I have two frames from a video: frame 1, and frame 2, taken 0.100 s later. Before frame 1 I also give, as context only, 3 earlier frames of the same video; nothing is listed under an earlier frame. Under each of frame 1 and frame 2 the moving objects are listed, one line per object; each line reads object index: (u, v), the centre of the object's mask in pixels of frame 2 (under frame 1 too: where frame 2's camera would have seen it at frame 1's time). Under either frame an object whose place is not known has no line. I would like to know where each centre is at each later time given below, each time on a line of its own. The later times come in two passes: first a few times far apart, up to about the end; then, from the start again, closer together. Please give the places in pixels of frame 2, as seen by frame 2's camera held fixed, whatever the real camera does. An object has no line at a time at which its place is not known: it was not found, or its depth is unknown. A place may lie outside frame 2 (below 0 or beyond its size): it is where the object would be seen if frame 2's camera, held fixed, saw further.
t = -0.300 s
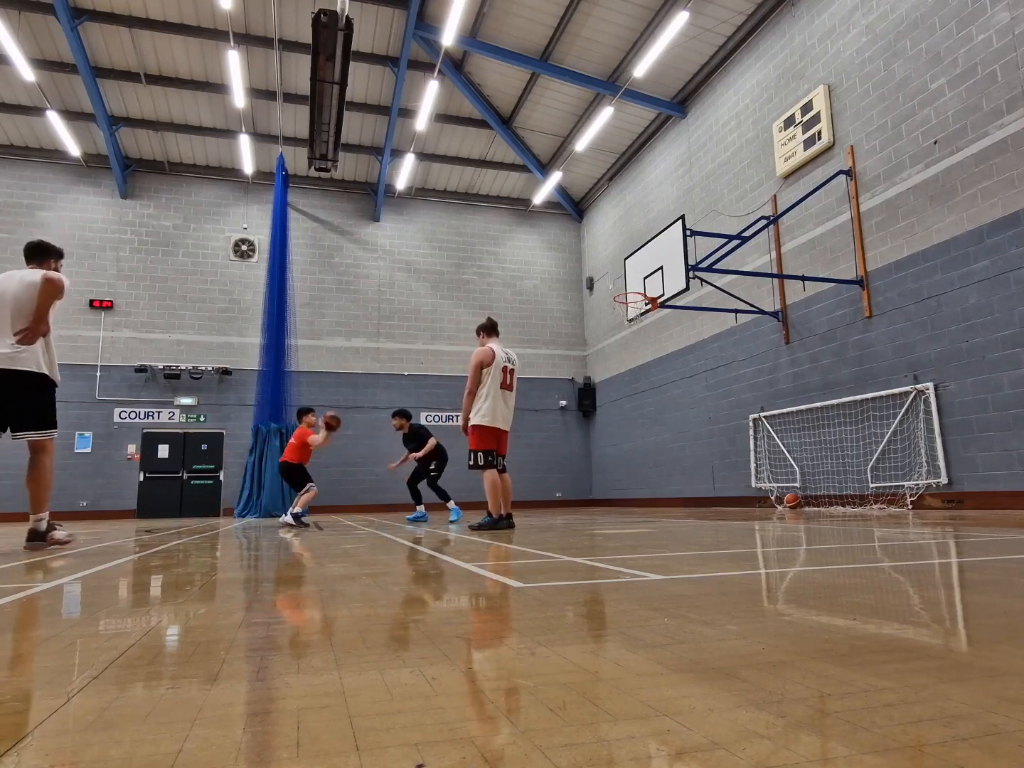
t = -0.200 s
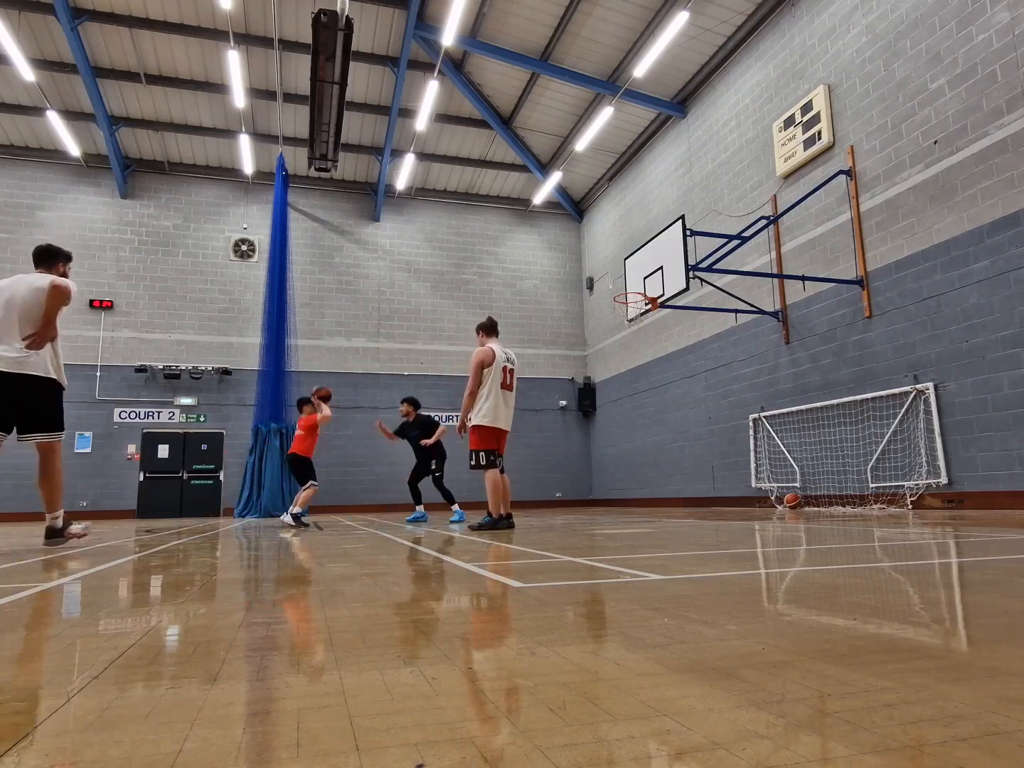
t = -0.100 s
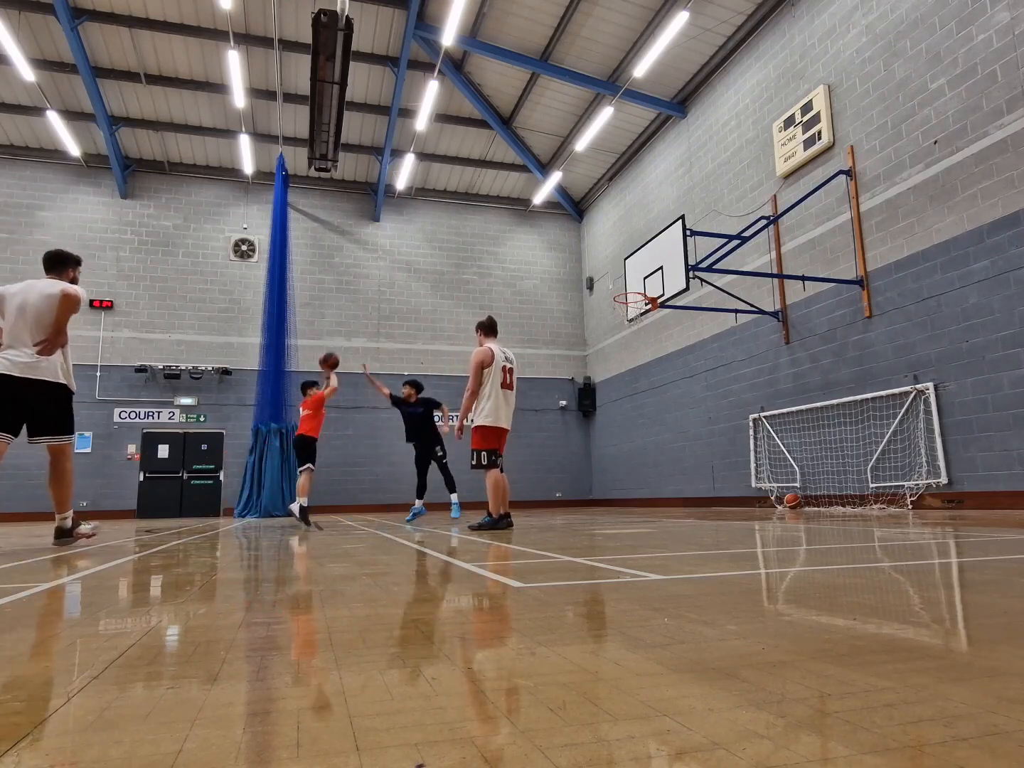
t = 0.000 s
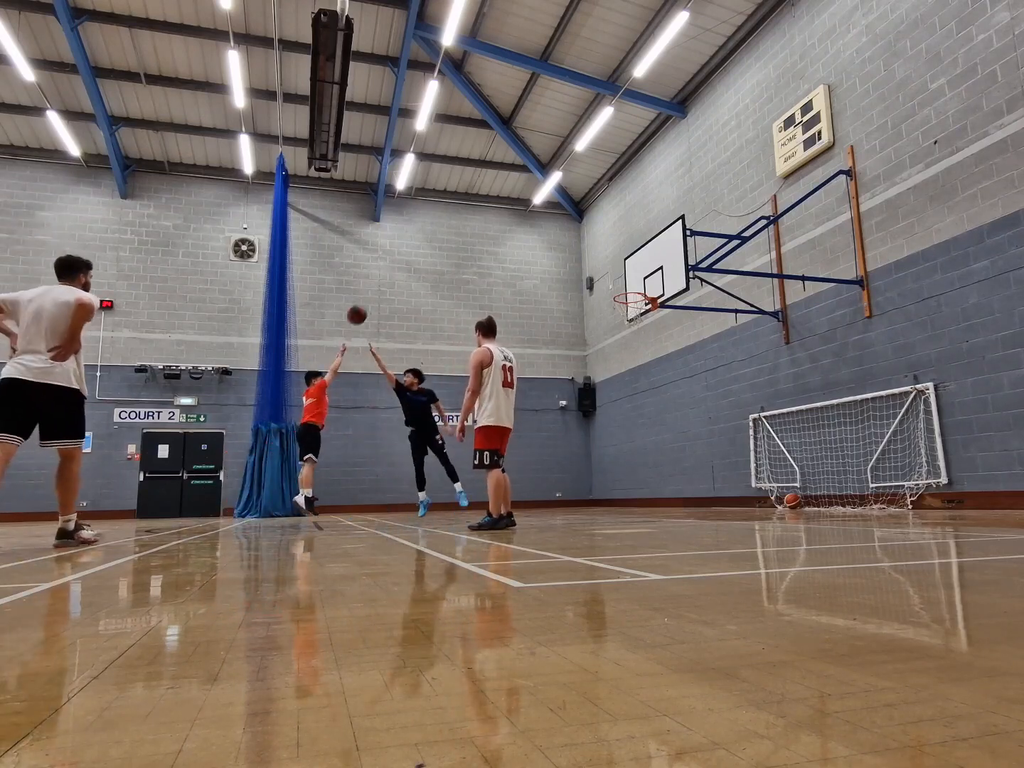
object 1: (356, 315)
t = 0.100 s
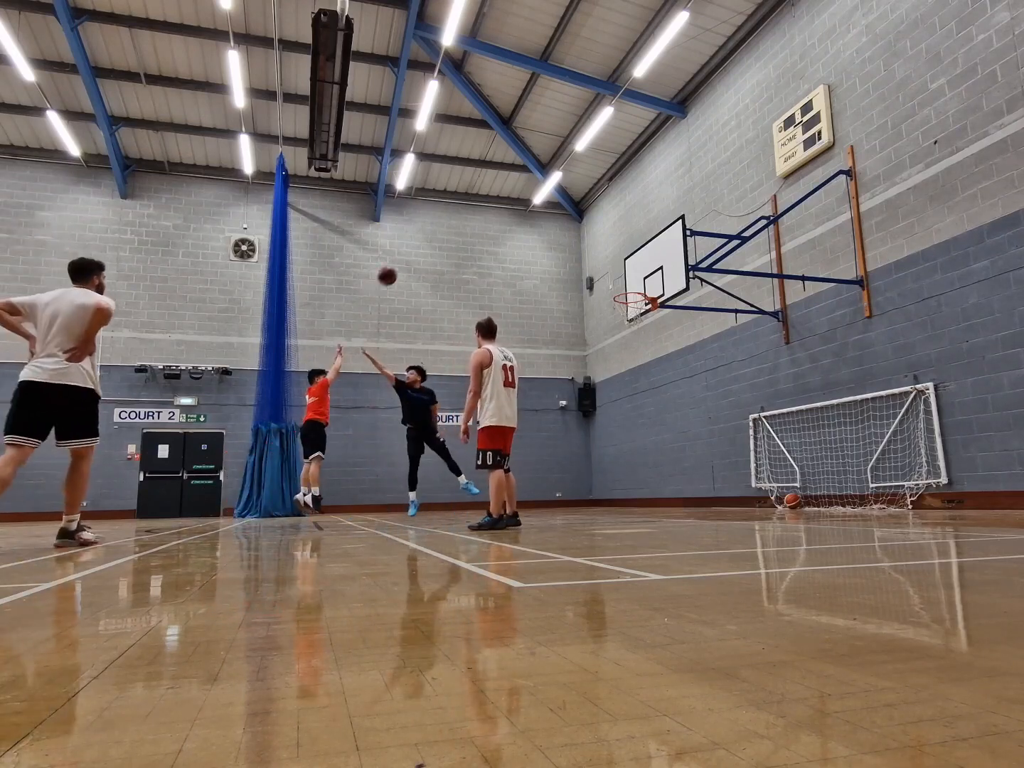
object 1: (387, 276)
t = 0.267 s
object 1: (434, 231)
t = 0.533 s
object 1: (503, 203)
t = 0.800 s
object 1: (567, 223)
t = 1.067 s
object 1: (630, 287)
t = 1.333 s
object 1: (638, 318)
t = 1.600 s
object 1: (650, 368)
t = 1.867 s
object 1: (666, 472)
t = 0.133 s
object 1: (397, 265)
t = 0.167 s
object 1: (406, 255)
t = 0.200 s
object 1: (416, 246)
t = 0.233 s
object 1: (425, 238)
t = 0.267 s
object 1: (434, 231)
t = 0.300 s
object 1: (443, 225)
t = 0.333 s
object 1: (452, 219)
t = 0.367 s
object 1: (461, 214)
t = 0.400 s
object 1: (469, 211)
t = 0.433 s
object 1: (478, 208)
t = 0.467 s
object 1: (486, 205)
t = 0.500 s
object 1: (495, 203)
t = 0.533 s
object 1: (503, 203)
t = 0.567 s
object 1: (511, 203)
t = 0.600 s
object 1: (519, 204)
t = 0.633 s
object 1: (527, 206)
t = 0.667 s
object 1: (535, 208)
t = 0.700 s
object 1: (543, 210)
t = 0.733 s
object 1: (552, 213)
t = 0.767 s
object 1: (559, 218)
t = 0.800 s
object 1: (567, 223)
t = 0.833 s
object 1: (575, 229)
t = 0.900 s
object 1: (591, 242)
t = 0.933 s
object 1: (599, 250)
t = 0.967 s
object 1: (607, 258)
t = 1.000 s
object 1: (614, 267)
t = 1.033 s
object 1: (622, 277)
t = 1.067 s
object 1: (630, 287)
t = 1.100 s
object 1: (635, 297)
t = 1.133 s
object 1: (629, 297)
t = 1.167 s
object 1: (626, 298)
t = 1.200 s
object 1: (629, 302)
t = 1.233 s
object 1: (632, 306)
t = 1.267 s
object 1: (634, 312)
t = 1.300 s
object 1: (636, 315)
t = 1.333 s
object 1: (638, 318)
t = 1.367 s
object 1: (639, 321)
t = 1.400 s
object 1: (641, 326)
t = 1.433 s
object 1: (642, 331)
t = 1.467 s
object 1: (643, 337)
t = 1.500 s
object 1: (645, 344)
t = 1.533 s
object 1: (646, 351)
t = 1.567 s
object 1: (648, 359)
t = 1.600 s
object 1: (650, 368)
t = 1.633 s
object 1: (652, 379)
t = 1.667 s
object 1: (654, 390)
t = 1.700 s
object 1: (656, 401)
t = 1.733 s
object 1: (658, 413)
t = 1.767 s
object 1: (660, 426)
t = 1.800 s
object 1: (662, 440)
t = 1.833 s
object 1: (664, 455)
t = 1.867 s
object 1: (666, 472)
